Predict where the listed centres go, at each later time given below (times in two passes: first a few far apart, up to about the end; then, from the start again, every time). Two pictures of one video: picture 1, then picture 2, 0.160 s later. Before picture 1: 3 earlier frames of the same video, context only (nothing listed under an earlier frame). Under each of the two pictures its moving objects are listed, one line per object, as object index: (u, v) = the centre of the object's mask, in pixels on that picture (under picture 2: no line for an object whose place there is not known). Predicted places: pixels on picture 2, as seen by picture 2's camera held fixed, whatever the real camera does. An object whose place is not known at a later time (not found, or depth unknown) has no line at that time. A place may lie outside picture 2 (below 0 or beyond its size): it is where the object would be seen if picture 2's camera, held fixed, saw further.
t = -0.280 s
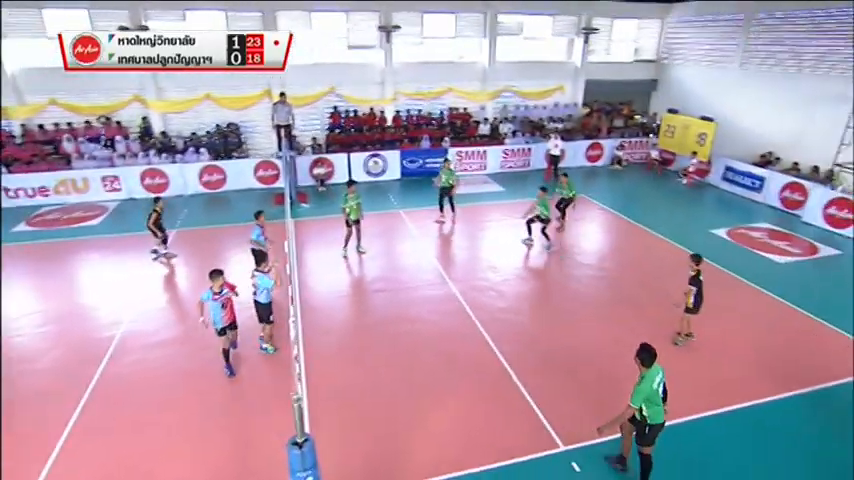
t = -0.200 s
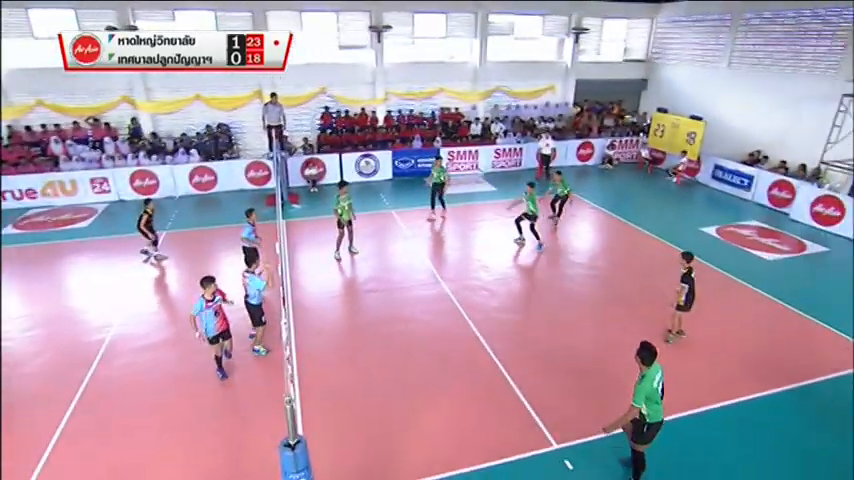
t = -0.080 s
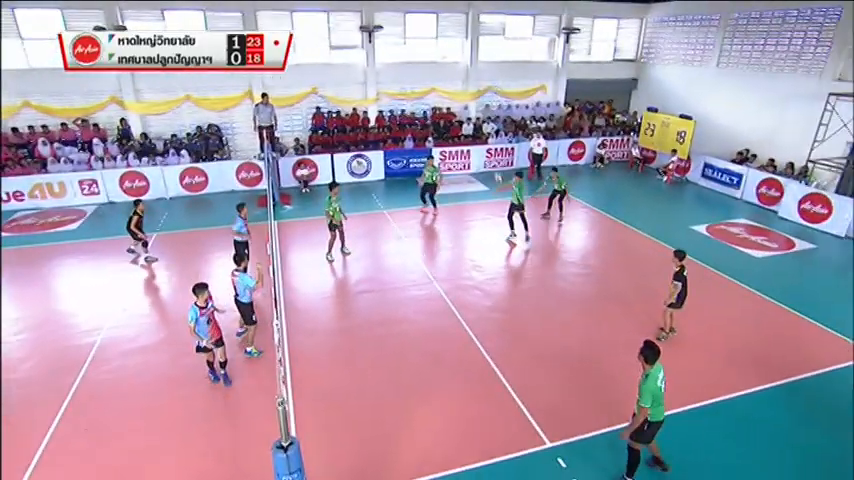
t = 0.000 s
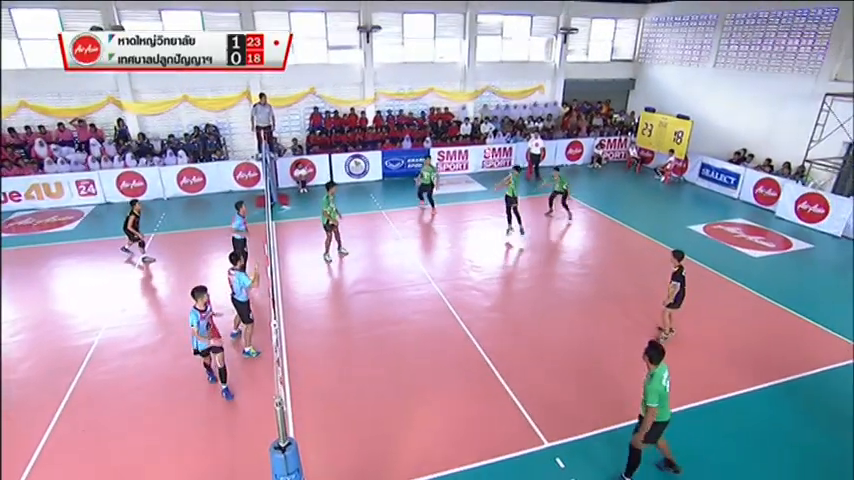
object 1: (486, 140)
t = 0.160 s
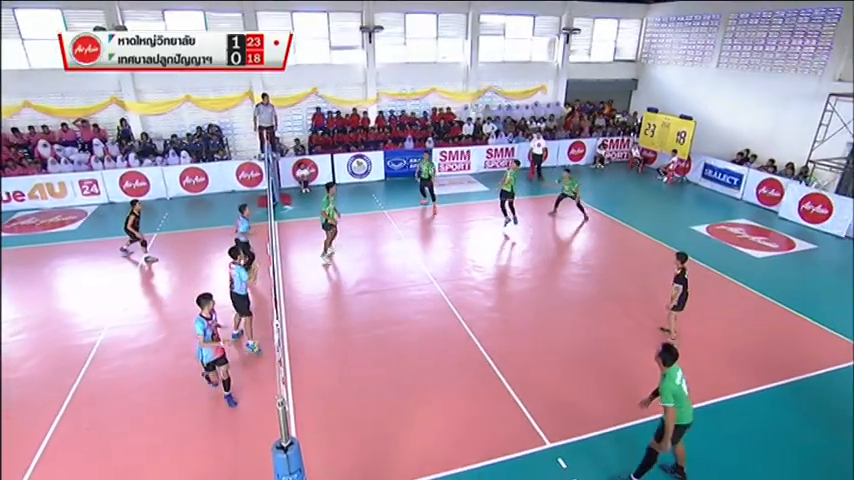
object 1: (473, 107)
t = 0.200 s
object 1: (470, 97)
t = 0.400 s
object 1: (445, 57)
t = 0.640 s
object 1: (414, 33)
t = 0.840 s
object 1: (386, 36)
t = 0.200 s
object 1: (470, 97)
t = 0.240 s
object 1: (466, 88)
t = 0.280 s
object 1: (460, 80)
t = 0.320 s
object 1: (456, 71)
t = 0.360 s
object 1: (450, 64)
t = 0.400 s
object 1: (445, 57)
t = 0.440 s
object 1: (440, 52)
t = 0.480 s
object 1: (436, 46)
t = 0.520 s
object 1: (430, 42)
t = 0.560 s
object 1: (425, 38)
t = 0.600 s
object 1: (419, 36)
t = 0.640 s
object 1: (414, 33)
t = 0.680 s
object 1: (408, 32)
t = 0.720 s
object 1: (403, 32)
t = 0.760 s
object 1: (398, 32)
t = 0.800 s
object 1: (392, 34)
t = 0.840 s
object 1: (386, 36)
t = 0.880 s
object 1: (381, 39)
